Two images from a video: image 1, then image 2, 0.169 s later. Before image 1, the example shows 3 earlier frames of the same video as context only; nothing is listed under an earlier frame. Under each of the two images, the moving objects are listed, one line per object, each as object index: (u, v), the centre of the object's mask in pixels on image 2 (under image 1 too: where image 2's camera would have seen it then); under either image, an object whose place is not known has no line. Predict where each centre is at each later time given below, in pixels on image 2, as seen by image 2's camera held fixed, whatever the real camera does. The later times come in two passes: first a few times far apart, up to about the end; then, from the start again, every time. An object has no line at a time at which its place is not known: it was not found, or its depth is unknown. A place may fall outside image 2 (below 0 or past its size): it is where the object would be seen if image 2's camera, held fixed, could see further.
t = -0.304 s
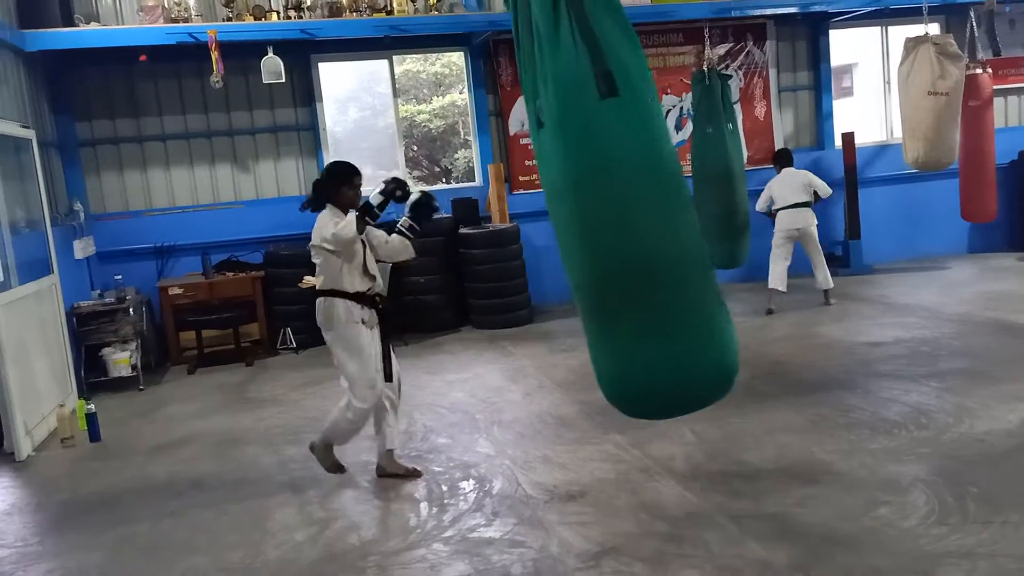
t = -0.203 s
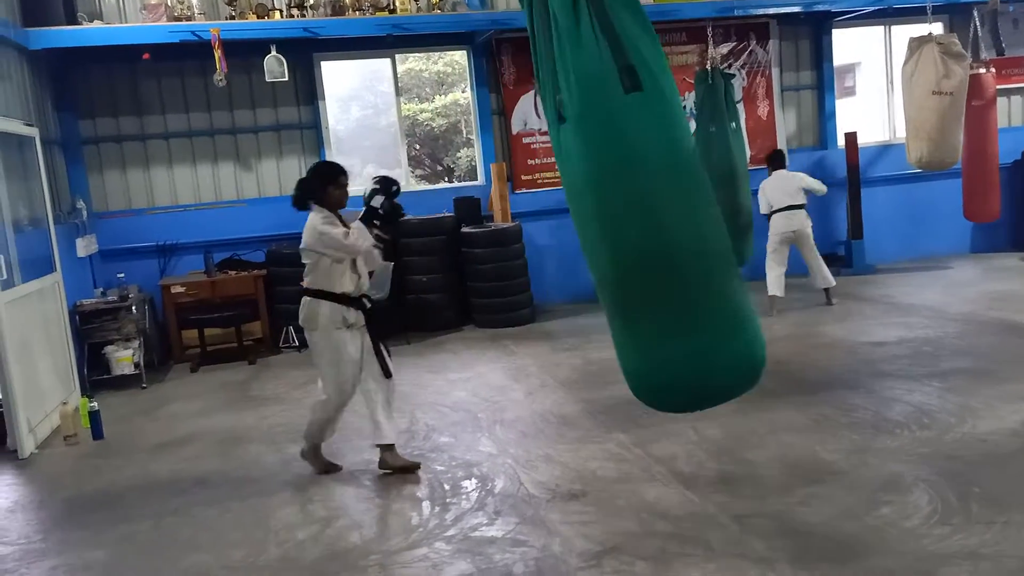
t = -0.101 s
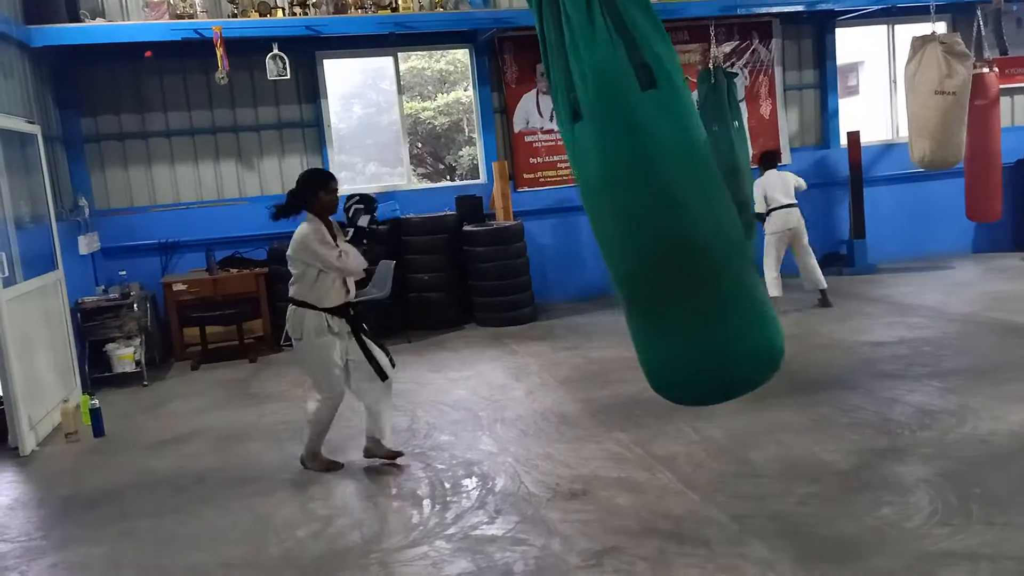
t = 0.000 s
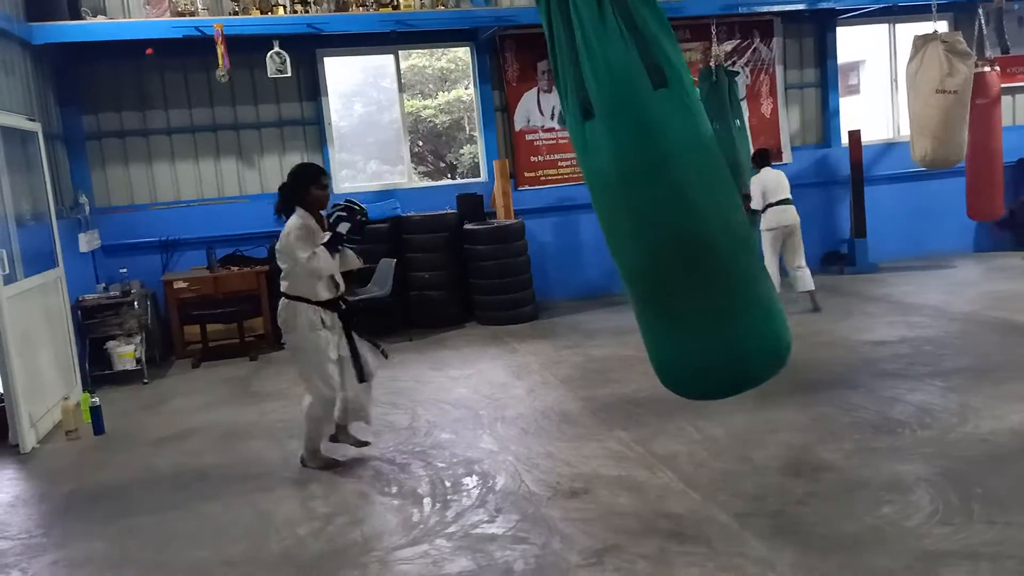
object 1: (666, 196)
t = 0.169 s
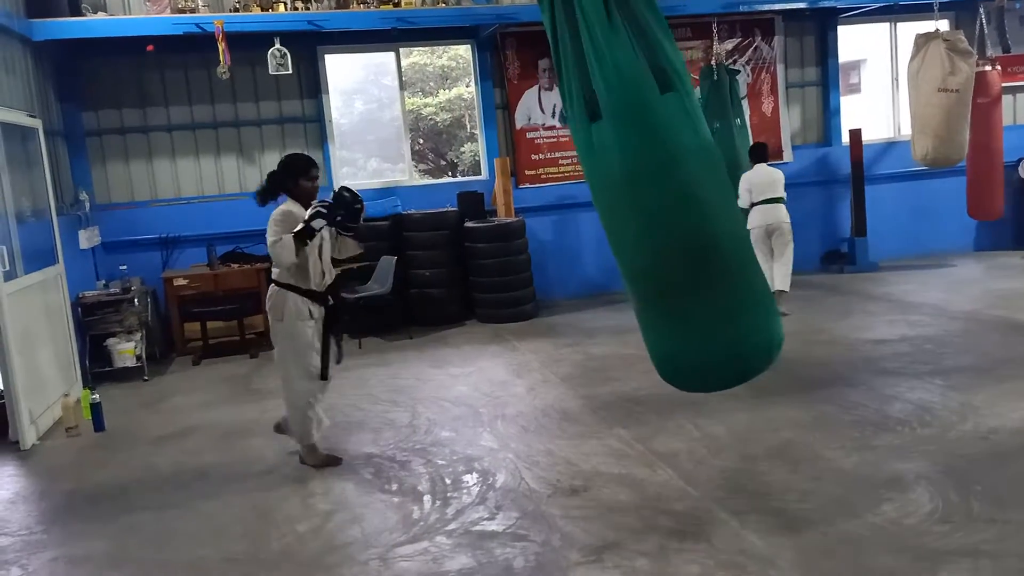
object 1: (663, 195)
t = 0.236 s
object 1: (657, 195)
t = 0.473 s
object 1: (620, 193)
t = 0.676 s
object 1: (578, 192)
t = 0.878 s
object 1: (533, 189)
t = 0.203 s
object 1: (660, 194)
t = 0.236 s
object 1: (657, 195)
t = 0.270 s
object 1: (654, 195)
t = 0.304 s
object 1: (649, 194)
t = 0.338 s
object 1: (643, 194)
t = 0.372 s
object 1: (638, 194)
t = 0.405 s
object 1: (633, 194)
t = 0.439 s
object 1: (627, 193)
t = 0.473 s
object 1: (620, 193)
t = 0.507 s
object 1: (614, 193)
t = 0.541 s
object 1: (607, 192)
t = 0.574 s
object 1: (600, 192)
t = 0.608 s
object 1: (593, 193)
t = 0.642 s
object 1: (585, 192)
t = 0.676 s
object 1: (578, 192)
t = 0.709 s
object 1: (570, 192)
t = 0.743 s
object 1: (563, 191)
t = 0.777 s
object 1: (555, 191)
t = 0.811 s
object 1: (548, 191)
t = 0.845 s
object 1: (540, 190)
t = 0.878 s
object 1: (533, 189)
